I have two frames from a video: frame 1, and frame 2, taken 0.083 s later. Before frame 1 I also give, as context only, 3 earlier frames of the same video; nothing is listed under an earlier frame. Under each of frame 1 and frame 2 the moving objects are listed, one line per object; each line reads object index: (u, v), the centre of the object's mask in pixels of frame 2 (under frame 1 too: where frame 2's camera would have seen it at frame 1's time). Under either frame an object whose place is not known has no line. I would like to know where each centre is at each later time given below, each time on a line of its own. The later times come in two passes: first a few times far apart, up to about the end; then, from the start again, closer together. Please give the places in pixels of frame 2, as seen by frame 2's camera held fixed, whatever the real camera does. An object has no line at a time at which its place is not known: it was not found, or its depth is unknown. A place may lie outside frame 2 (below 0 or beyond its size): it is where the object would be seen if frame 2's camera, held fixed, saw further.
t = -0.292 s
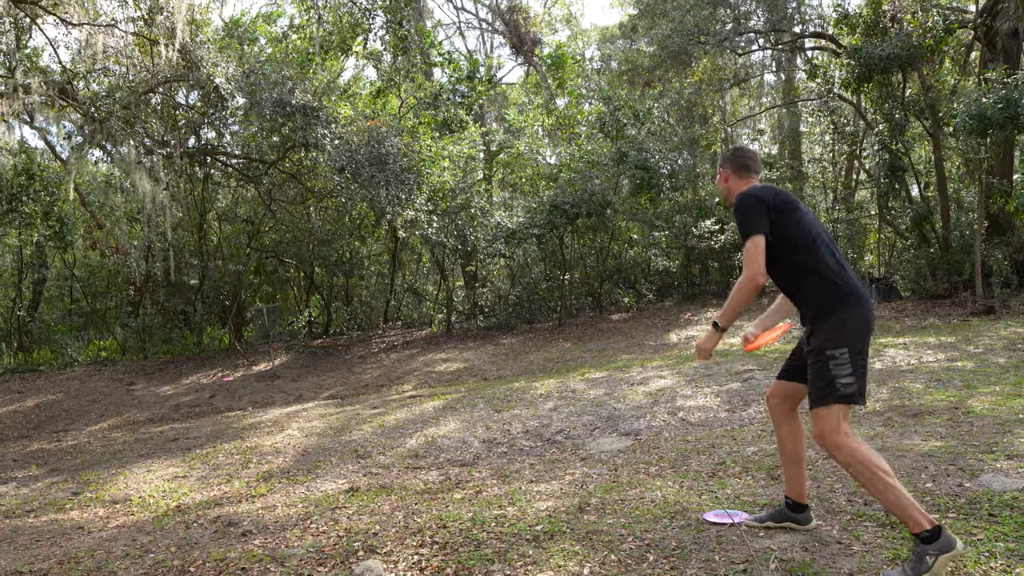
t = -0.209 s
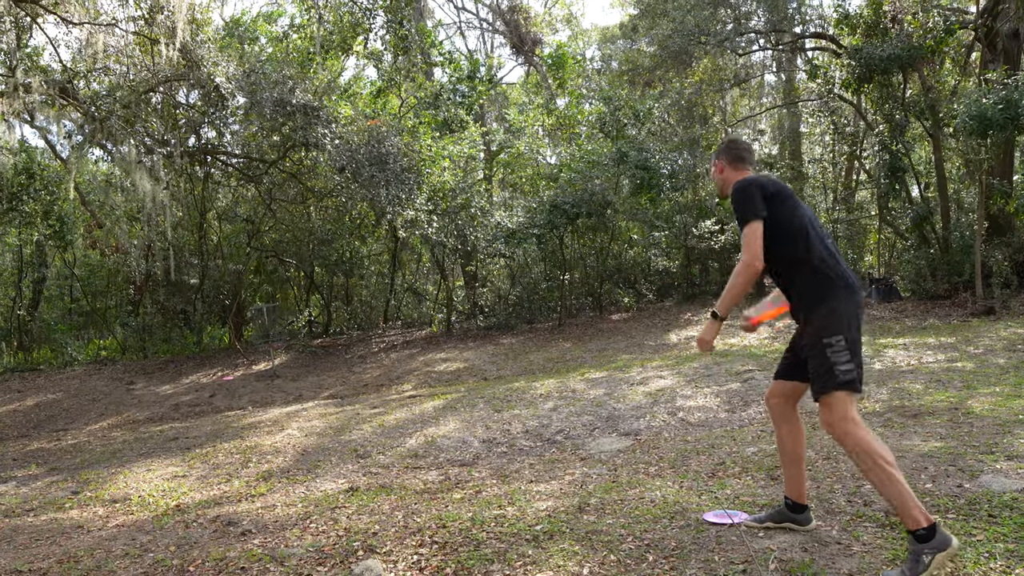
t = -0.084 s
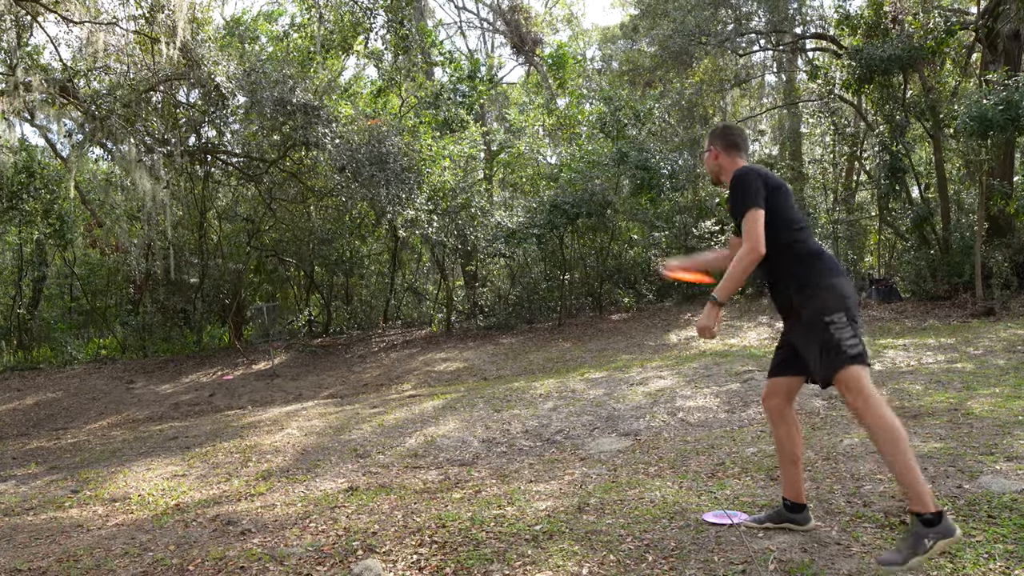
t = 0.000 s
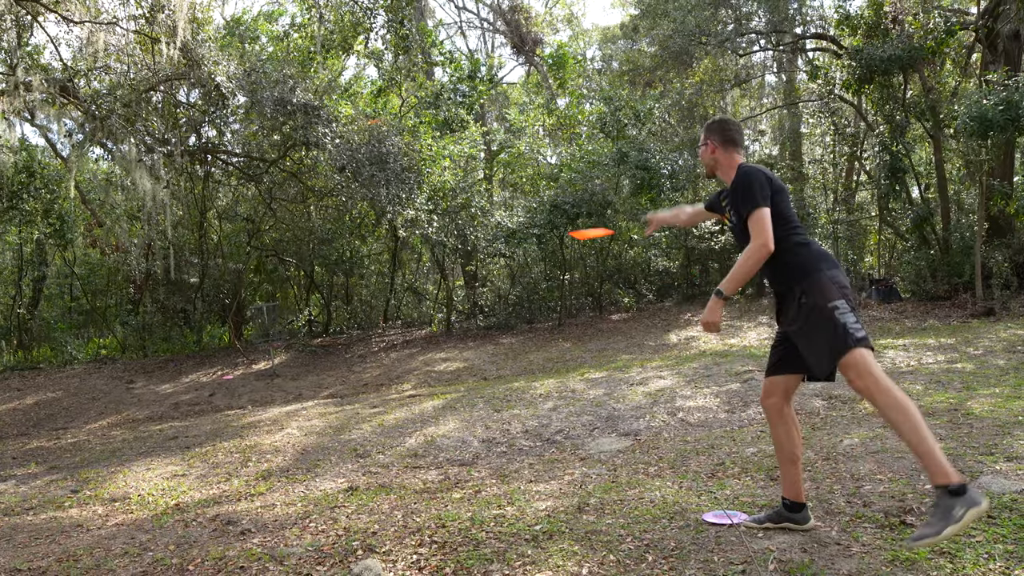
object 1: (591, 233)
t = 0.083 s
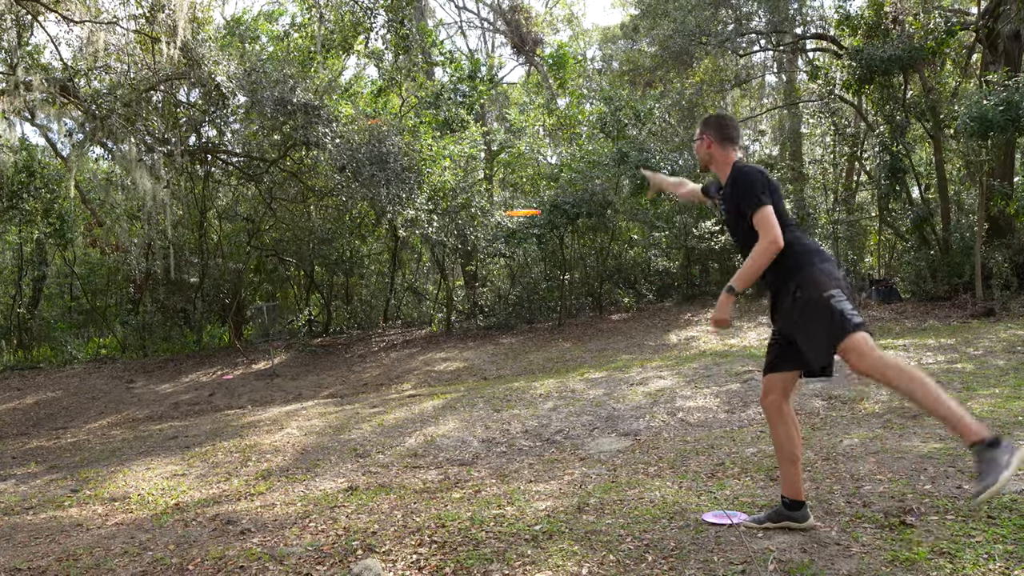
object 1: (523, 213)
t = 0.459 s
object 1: (370, 244)
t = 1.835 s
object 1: (219, 376)
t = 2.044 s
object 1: (210, 377)
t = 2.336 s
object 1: (206, 381)
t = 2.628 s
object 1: (206, 381)
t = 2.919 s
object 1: (206, 381)
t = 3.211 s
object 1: (206, 381)
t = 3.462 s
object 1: (206, 381)
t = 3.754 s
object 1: (206, 381)
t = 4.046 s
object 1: (206, 381)
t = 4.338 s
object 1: (207, 381)
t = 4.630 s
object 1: (207, 381)
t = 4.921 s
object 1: (207, 381)
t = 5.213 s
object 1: (207, 381)
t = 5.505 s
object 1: (207, 381)
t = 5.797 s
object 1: (206, 381)
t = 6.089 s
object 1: (206, 381)
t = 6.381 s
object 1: (206, 381)
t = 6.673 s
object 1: (207, 381)
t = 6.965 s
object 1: (207, 381)
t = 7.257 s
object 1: (206, 381)
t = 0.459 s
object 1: (370, 244)
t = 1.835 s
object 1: (219, 376)
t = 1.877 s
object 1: (217, 375)
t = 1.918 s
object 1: (215, 375)
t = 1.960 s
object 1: (212, 376)
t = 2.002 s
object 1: (211, 377)
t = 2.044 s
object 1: (210, 377)
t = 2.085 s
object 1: (208, 379)
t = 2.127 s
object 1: (207, 380)
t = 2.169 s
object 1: (206, 380)
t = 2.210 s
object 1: (206, 380)
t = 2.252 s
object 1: (206, 381)
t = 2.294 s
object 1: (206, 381)
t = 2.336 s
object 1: (206, 381)
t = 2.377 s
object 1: (206, 381)
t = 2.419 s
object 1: (206, 381)
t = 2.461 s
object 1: (206, 381)
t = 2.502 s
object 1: (206, 381)
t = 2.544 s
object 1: (206, 381)
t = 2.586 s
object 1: (206, 381)
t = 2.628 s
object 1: (206, 381)
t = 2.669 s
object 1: (206, 381)
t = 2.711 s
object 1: (206, 381)
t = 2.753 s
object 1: (206, 381)
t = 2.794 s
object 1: (206, 381)
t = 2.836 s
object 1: (206, 381)
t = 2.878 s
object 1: (206, 381)
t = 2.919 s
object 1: (206, 381)
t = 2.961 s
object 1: (206, 381)
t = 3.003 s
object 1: (206, 381)
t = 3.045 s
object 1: (206, 381)
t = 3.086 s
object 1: (206, 381)
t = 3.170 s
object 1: (206, 381)
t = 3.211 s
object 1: (206, 381)
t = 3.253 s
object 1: (206, 381)
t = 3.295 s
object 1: (206, 381)
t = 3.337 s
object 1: (206, 381)
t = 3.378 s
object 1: (206, 381)
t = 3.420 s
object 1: (206, 381)
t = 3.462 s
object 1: (206, 381)
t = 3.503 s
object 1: (206, 381)
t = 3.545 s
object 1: (206, 381)
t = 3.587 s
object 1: (206, 381)
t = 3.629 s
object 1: (206, 381)
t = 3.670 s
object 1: (206, 381)
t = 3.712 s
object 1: (206, 381)
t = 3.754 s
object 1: (206, 381)
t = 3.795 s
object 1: (206, 381)
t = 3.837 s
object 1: (206, 381)
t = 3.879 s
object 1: (206, 381)
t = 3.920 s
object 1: (207, 381)
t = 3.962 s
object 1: (206, 381)
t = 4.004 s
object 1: (206, 381)
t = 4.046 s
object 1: (206, 381)
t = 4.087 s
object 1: (206, 381)
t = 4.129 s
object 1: (206, 381)
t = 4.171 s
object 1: (206, 381)
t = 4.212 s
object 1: (206, 381)
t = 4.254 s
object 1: (206, 381)
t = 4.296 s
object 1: (206, 381)
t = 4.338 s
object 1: (207, 381)
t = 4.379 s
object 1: (207, 381)
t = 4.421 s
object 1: (207, 381)
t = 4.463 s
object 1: (207, 381)
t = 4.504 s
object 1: (207, 381)
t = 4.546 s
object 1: (206, 381)
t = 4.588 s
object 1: (206, 381)
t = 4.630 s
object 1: (207, 381)
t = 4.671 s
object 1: (207, 381)
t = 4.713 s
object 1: (207, 381)
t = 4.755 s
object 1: (207, 381)
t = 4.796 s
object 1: (207, 381)
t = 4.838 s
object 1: (207, 381)
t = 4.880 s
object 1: (206, 381)
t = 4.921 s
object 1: (207, 381)
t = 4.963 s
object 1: (207, 381)
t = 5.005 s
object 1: (207, 381)
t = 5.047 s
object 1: (207, 381)
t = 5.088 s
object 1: (207, 381)
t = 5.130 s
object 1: (207, 381)
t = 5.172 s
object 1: (207, 381)
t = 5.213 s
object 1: (207, 381)
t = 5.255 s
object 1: (207, 381)
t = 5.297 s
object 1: (207, 381)
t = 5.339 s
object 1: (206, 381)
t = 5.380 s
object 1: (206, 381)
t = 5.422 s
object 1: (207, 381)
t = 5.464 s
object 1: (207, 381)
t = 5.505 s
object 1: (207, 381)
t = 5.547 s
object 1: (206, 381)
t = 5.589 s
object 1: (206, 381)
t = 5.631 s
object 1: (206, 381)
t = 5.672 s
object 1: (206, 381)
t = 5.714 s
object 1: (206, 381)
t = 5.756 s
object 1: (206, 381)
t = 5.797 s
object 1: (206, 381)
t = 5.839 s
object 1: (207, 381)
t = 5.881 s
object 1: (207, 381)
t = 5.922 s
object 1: (207, 381)
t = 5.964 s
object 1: (207, 381)
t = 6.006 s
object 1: (206, 381)
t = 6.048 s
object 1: (207, 381)
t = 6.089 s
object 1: (206, 381)
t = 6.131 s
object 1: (206, 381)
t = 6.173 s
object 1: (206, 381)
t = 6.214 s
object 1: (206, 381)
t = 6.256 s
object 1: (206, 381)
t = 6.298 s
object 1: (206, 381)
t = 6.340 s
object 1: (206, 381)
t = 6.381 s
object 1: (206, 381)
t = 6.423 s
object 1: (207, 381)
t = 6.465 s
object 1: (206, 381)
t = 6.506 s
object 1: (206, 381)
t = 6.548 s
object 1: (206, 381)
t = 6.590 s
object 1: (207, 381)
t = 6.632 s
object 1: (207, 381)
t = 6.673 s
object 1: (207, 381)
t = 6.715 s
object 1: (207, 381)
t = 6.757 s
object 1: (207, 381)
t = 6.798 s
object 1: (207, 381)
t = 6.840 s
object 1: (207, 381)
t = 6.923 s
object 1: (207, 381)
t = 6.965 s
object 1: (207, 381)
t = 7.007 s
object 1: (207, 381)
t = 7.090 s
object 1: (207, 381)
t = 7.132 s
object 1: (207, 381)
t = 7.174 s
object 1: (207, 381)
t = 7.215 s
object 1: (207, 381)
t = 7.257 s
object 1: (206, 381)
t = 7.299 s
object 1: (206, 381)
